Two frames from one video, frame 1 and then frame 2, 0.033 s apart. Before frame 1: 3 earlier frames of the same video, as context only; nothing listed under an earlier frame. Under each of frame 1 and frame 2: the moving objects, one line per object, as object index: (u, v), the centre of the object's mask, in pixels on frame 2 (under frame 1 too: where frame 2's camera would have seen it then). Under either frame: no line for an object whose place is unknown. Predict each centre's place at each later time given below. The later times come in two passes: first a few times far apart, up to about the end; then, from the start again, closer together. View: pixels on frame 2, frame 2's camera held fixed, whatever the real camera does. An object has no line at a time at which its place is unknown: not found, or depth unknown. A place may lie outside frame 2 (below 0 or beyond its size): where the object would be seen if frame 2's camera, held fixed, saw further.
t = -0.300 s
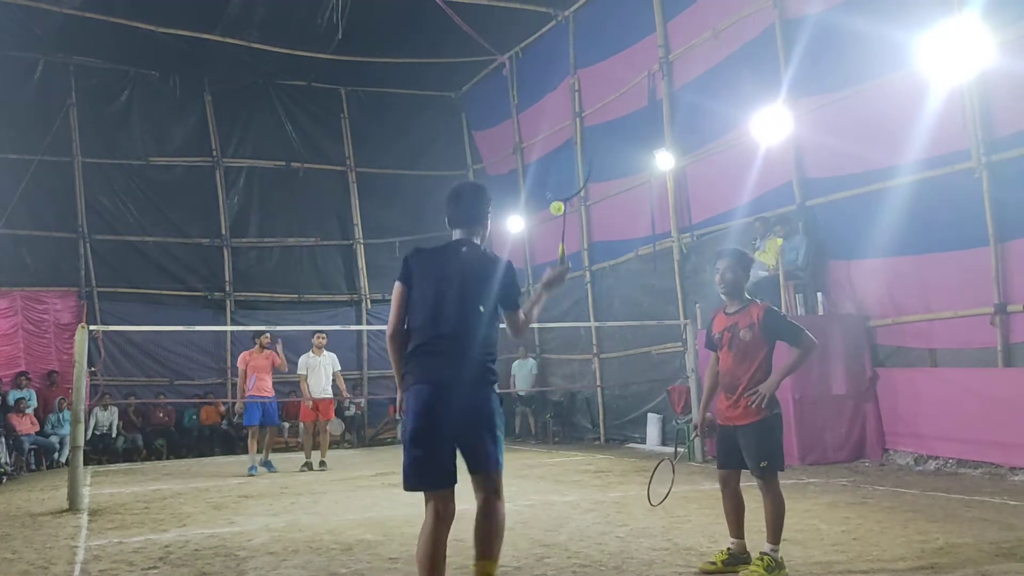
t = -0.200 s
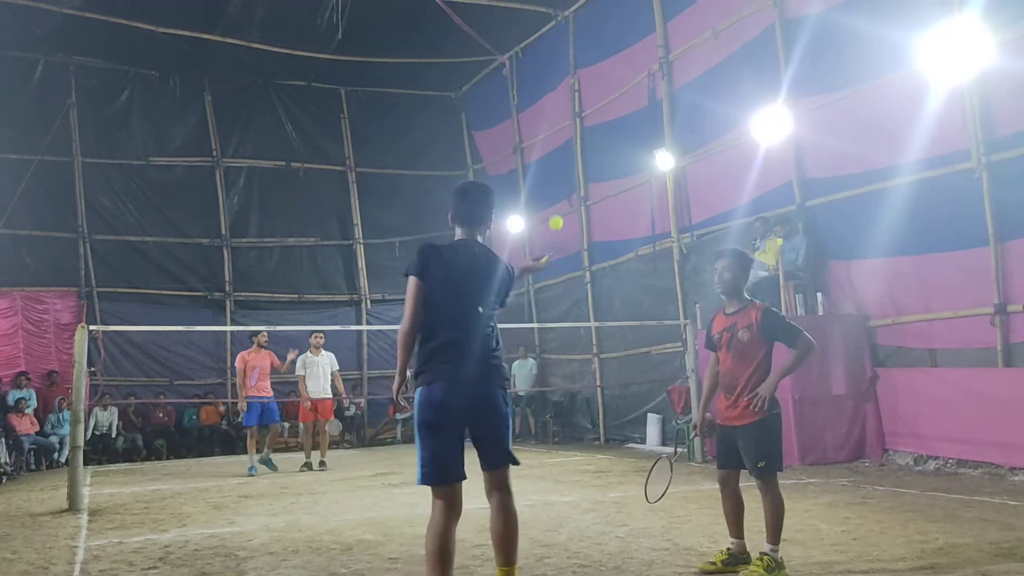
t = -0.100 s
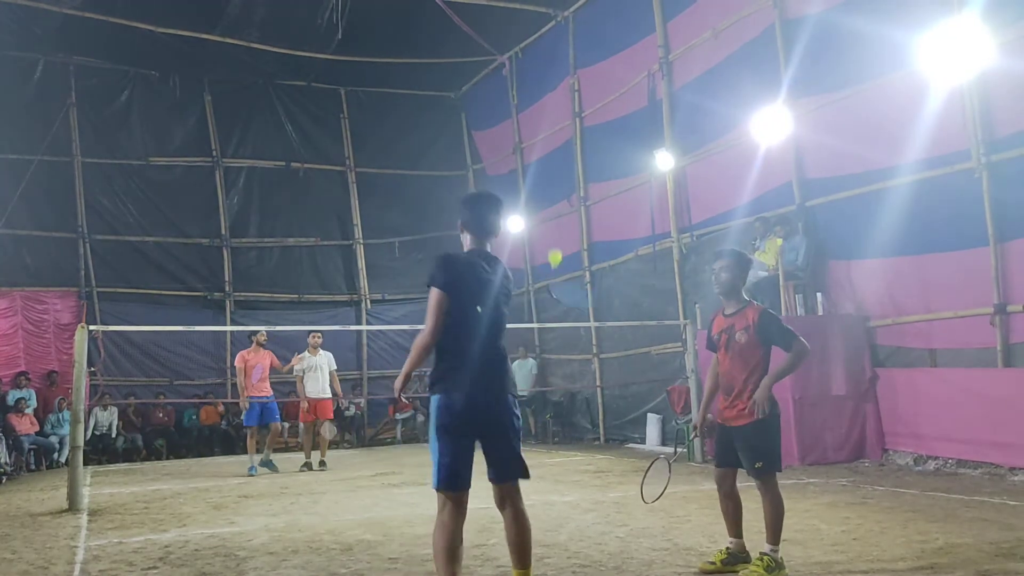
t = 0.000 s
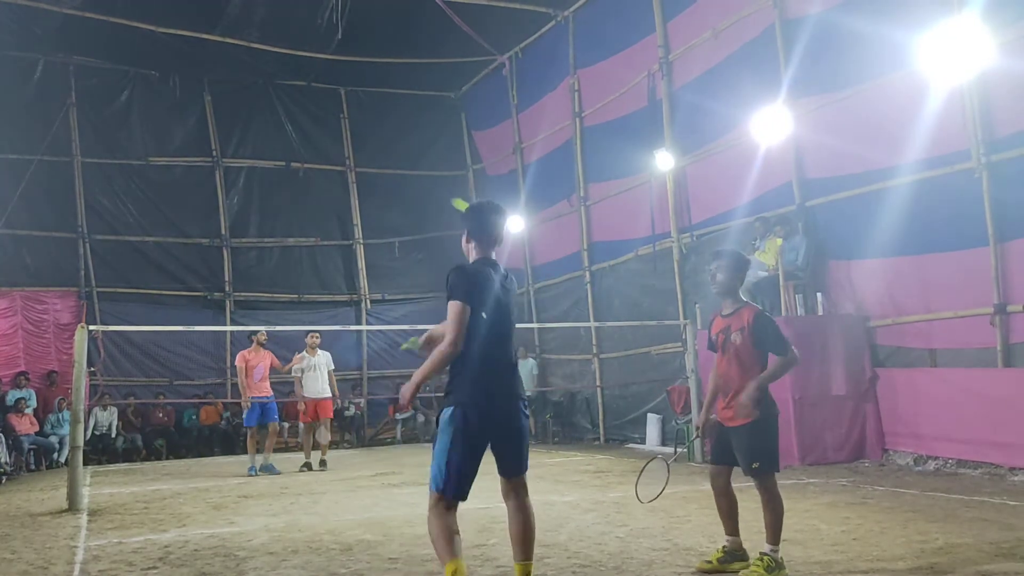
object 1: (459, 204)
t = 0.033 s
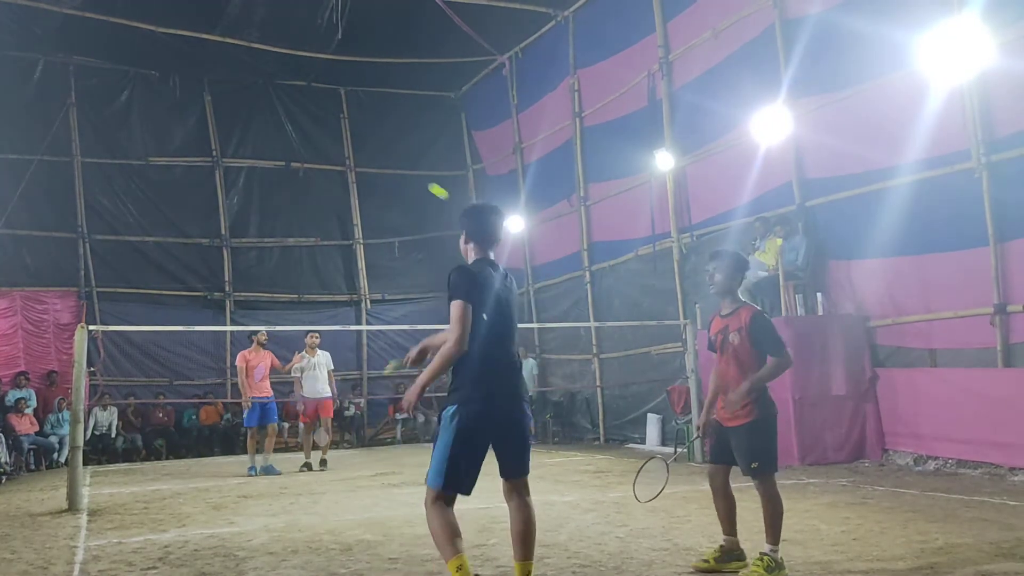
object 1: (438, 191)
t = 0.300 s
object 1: (349, 162)
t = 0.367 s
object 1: (339, 168)
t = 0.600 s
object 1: (315, 211)
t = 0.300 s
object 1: (349, 162)
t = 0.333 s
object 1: (344, 165)
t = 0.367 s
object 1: (339, 168)
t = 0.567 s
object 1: (318, 203)
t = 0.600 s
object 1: (315, 211)
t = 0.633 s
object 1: (313, 219)
